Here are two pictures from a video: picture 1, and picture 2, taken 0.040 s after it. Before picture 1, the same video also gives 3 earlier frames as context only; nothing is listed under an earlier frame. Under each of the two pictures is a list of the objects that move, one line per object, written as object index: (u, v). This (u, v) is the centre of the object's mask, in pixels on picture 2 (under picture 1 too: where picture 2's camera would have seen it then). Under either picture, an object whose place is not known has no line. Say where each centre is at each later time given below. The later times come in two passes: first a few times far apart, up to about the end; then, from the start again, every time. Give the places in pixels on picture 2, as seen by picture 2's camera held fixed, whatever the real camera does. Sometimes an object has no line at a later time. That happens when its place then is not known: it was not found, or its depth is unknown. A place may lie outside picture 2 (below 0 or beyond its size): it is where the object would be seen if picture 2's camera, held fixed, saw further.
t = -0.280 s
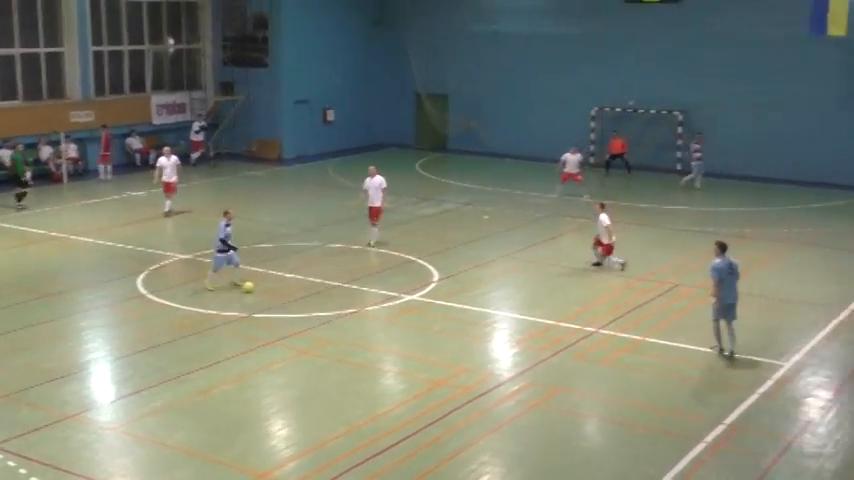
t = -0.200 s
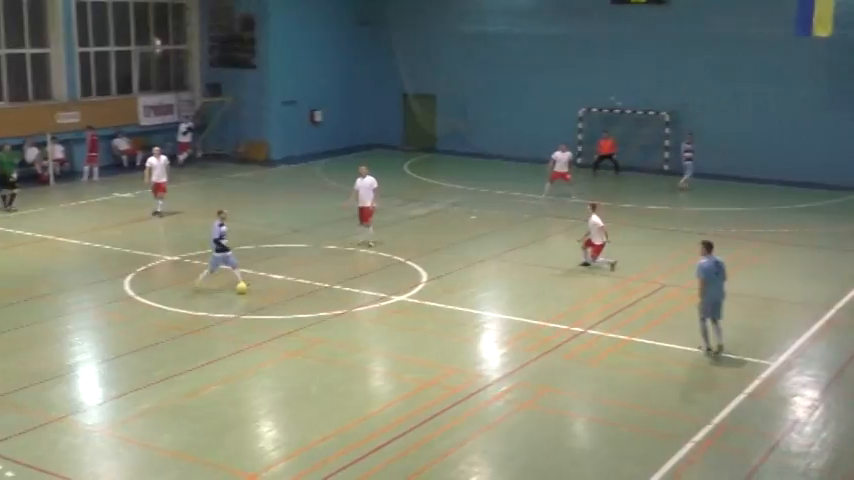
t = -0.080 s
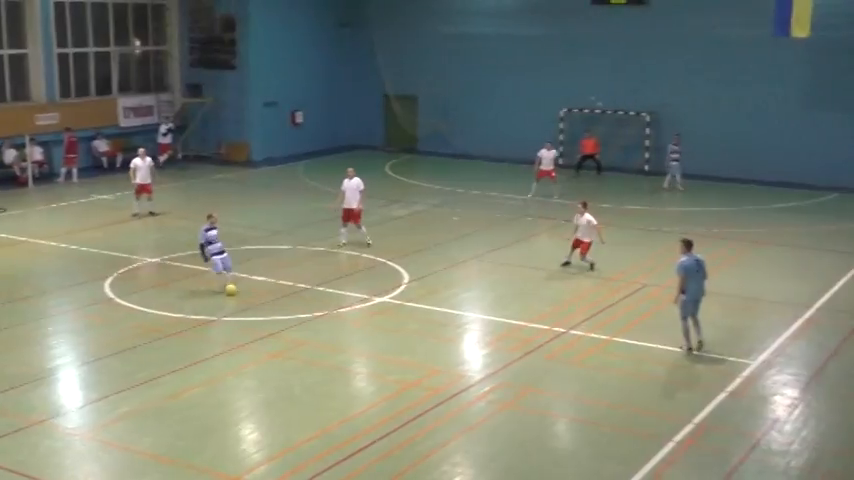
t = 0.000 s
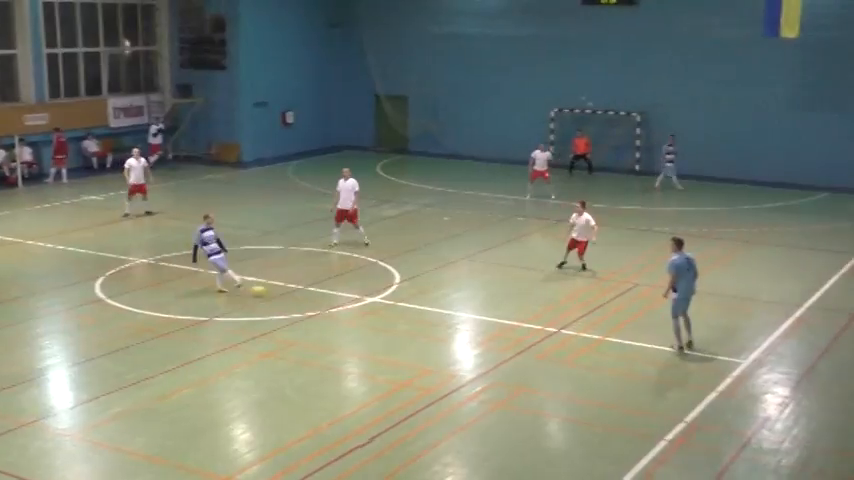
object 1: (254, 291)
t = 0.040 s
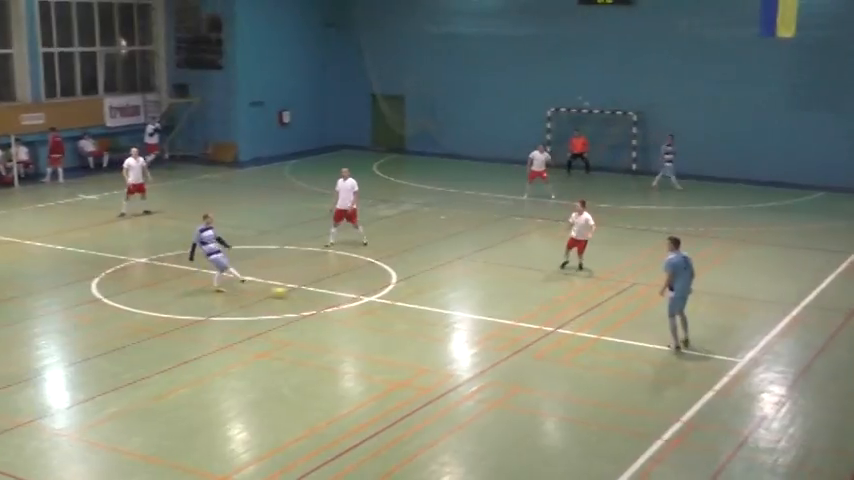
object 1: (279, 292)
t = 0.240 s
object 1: (390, 299)
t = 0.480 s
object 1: (509, 306)
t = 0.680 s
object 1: (597, 311)
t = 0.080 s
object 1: (301, 294)
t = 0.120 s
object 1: (323, 296)
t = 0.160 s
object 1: (347, 297)
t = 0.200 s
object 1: (369, 298)
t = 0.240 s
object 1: (390, 299)
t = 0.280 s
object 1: (411, 301)
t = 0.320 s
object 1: (431, 301)
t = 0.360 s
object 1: (451, 303)
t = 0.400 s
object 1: (471, 304)
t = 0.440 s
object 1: (491, 305)
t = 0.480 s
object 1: (509, 306)
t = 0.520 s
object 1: (527, 308)
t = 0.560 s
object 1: (545, 308)
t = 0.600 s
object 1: (563, 309)
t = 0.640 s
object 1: (580, 310)
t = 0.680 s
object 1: (597, 311)
